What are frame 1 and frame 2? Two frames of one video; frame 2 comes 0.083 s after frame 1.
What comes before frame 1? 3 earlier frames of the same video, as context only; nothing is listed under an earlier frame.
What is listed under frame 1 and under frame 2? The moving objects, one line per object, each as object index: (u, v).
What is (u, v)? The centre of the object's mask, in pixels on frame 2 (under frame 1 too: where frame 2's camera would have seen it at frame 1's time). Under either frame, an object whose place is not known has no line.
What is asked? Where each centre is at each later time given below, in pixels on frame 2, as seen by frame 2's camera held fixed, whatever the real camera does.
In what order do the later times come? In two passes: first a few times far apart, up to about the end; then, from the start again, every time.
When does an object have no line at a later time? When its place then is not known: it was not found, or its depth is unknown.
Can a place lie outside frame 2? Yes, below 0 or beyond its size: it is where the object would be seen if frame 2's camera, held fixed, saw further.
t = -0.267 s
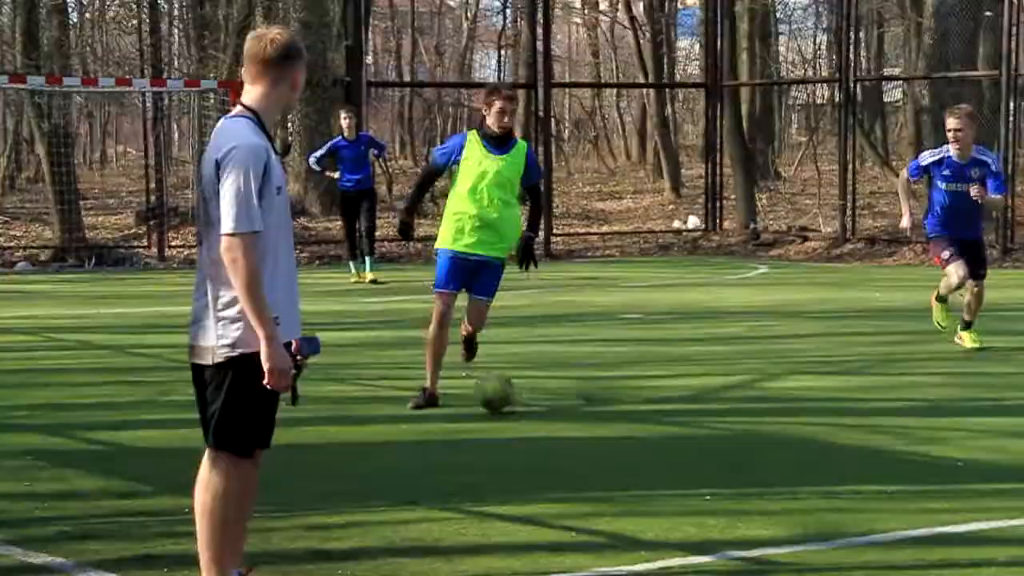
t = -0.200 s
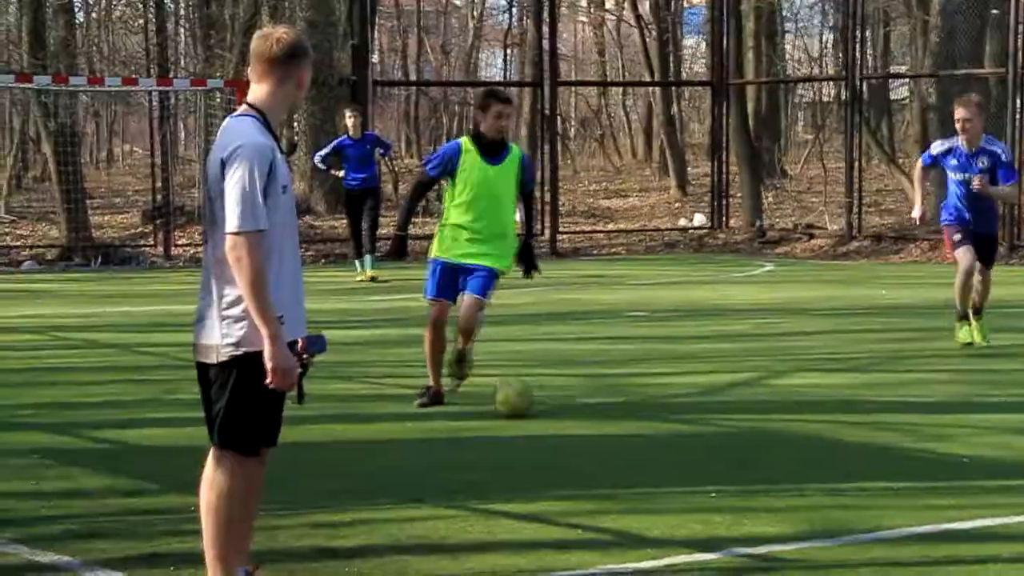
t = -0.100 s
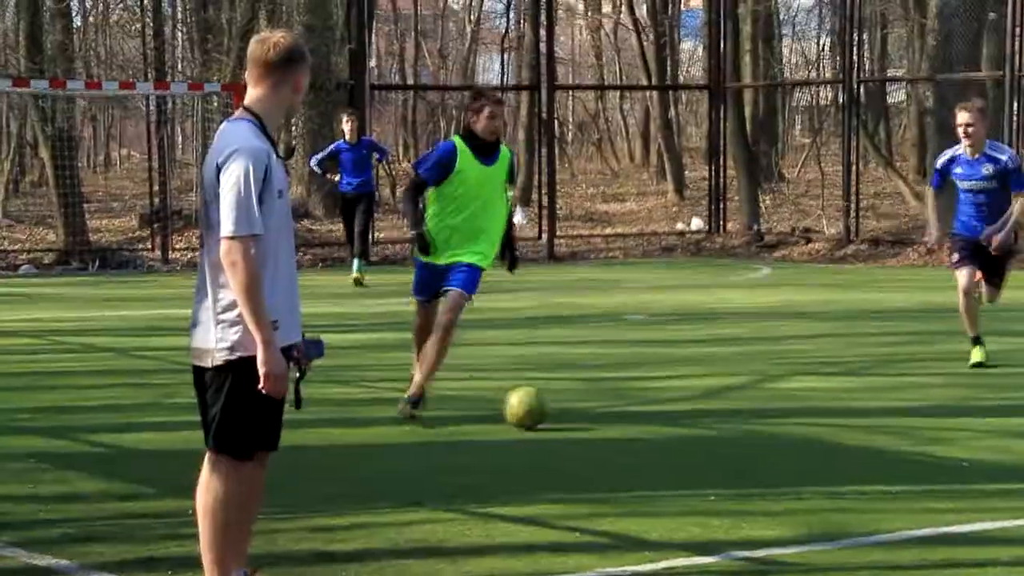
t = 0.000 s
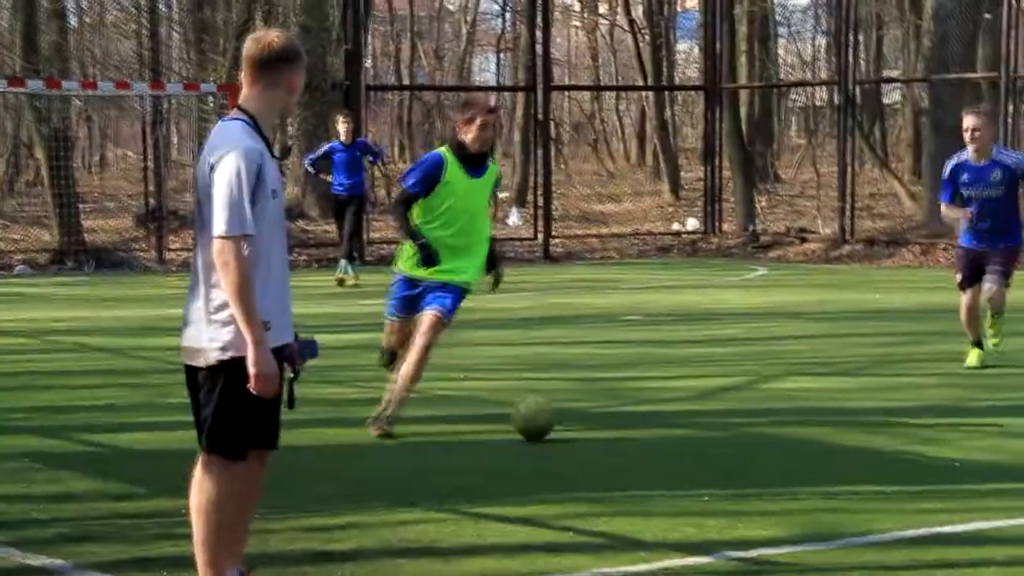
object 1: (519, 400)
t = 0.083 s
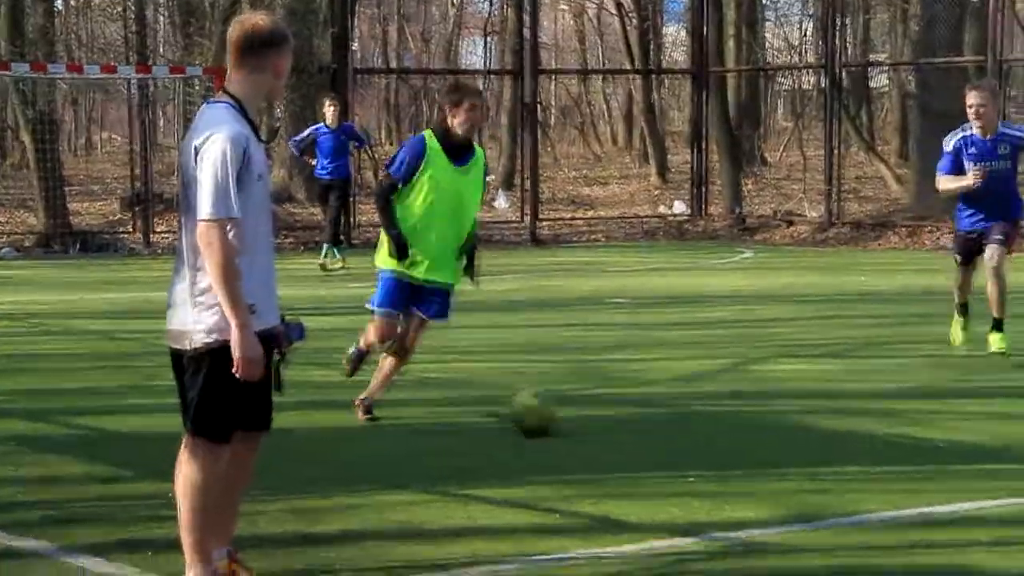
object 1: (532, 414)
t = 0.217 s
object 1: (553, 427)
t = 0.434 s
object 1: (586, 450)
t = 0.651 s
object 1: (627, 479)
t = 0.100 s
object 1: (537, 415)
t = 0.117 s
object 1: (540, 416)
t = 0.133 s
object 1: (542, 418)
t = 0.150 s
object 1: (543, 419)
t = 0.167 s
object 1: (546, 422)
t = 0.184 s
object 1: (548, 424)
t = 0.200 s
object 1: (550, 425)
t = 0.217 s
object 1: (553, 427)
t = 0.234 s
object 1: (556, 428)
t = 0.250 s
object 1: (557, 430)
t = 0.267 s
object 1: (561, 433)
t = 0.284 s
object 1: (562, 434)
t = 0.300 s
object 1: (566, 436)
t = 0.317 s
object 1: (568, 437)
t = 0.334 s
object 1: (571, 438)
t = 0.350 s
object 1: (575, 442)
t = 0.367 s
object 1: (579, 444)
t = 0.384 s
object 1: (581, 446)
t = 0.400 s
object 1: (583, 447)
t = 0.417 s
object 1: (584, 448)
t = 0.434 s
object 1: (586, 450)
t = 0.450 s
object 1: (591, 453)
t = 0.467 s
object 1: (594, 454)
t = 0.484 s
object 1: (597, 455)
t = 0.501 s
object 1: (599, 457)
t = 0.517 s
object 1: (601, 460)
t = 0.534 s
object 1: (605, 462)
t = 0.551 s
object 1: (609, 464)
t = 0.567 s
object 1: (612, 466)
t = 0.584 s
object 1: (615, 468)
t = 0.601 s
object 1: (618, 471)
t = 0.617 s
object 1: (620, 474)
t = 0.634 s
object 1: (624, 477)
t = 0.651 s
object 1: (627, 479)
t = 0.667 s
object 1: (630, 482)
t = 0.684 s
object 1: (634, 484)
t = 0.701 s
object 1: (636, 486)
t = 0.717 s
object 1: (638, 490)
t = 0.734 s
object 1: (642, 494)
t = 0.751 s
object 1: (646, 500)
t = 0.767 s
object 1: (651, 501)
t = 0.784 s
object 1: (653, 504)
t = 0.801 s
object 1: (656, 507)
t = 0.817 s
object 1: (658, 510)
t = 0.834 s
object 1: (661, 514)
